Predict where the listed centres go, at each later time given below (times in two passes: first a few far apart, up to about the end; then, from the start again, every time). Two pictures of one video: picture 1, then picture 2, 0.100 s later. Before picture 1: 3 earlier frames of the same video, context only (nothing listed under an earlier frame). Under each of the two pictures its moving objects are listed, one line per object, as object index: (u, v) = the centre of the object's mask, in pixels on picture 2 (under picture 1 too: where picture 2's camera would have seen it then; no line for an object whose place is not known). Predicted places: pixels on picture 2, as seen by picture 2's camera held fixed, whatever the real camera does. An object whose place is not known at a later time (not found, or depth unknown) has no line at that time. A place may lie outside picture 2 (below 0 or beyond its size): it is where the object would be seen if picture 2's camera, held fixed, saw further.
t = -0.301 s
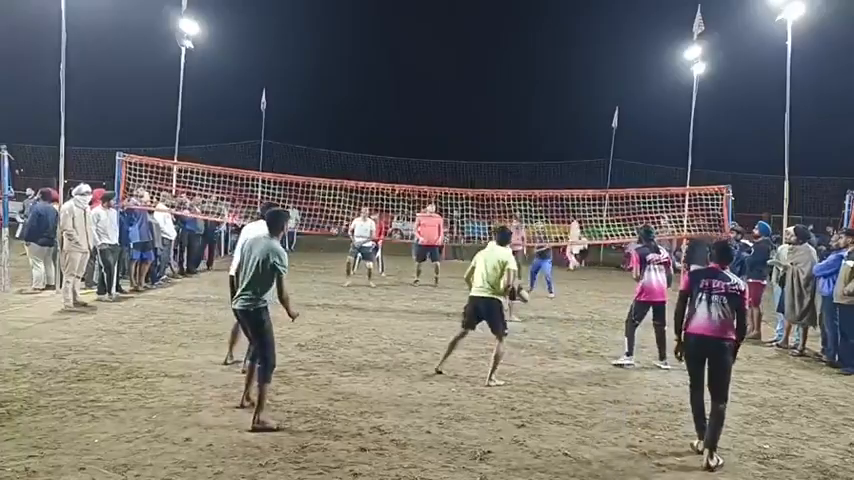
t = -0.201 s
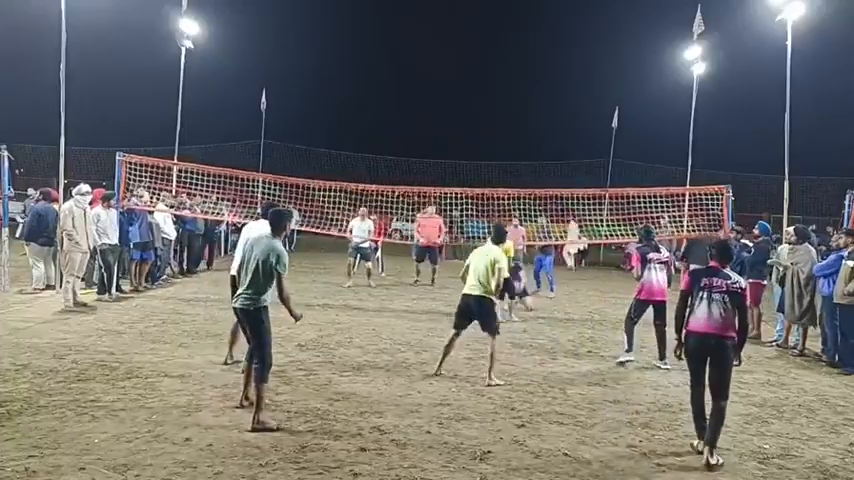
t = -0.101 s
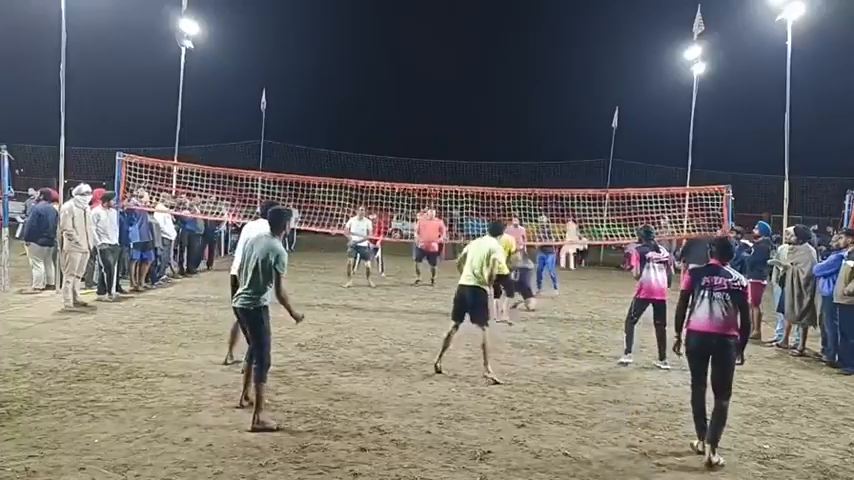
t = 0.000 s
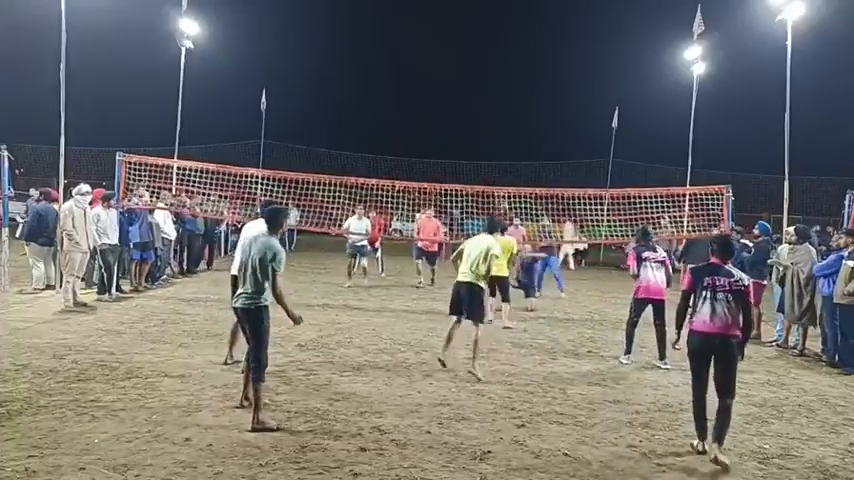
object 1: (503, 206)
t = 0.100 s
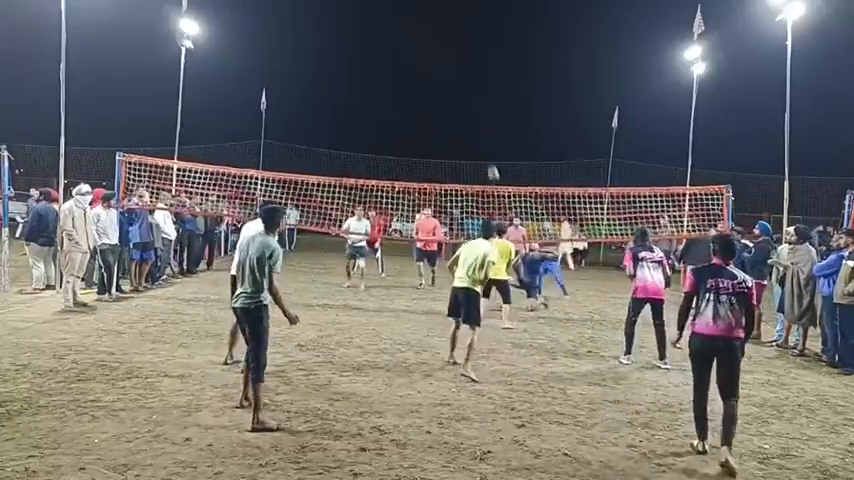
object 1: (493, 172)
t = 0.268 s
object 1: (476, 131)
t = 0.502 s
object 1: (452, 101)
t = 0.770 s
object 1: (423, 104)
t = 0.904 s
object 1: (409, 120)
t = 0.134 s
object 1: (489, 162)
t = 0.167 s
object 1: (486, 154)
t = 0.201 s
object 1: (483, 146)
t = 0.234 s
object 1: (480, 138)
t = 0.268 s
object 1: (476, 131)
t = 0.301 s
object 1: (473, 124)
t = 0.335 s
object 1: (469, 119)
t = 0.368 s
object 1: (466, 114)
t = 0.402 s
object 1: (463, 110)
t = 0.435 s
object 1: (459, 106)
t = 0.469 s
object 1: (456, 103)
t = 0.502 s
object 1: (452, 101)
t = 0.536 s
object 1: (448, 99)
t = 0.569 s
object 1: (445, 98)
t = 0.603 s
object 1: (441, 97)
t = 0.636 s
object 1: (438, 97)
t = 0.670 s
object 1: (434, 98)
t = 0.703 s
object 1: (430, 99)
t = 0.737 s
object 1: (427, 101)
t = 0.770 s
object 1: (423, 104)
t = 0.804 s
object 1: (419, 107)
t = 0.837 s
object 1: (416, 111)
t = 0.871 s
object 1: (412, 115)
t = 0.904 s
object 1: (409, 120)
